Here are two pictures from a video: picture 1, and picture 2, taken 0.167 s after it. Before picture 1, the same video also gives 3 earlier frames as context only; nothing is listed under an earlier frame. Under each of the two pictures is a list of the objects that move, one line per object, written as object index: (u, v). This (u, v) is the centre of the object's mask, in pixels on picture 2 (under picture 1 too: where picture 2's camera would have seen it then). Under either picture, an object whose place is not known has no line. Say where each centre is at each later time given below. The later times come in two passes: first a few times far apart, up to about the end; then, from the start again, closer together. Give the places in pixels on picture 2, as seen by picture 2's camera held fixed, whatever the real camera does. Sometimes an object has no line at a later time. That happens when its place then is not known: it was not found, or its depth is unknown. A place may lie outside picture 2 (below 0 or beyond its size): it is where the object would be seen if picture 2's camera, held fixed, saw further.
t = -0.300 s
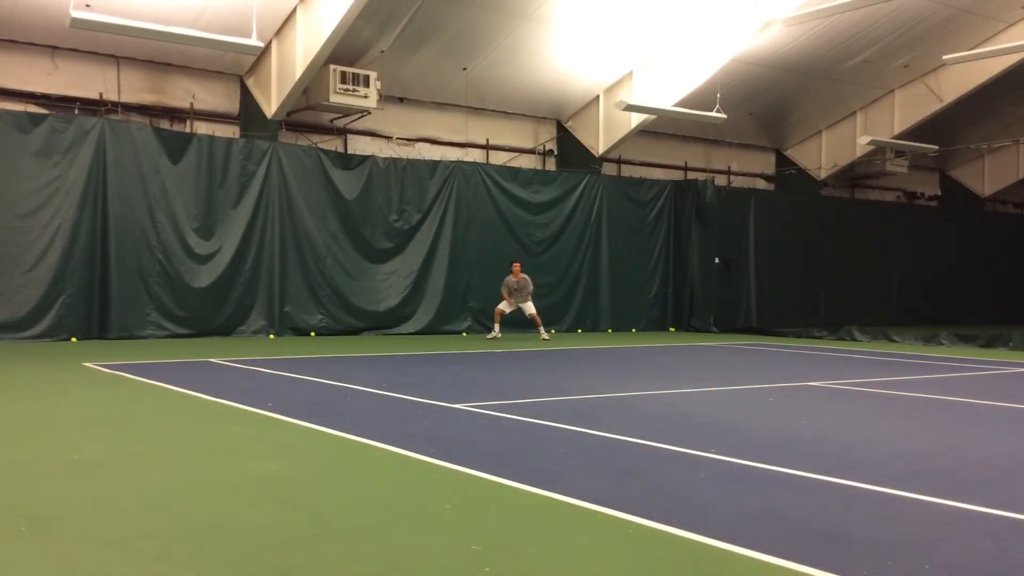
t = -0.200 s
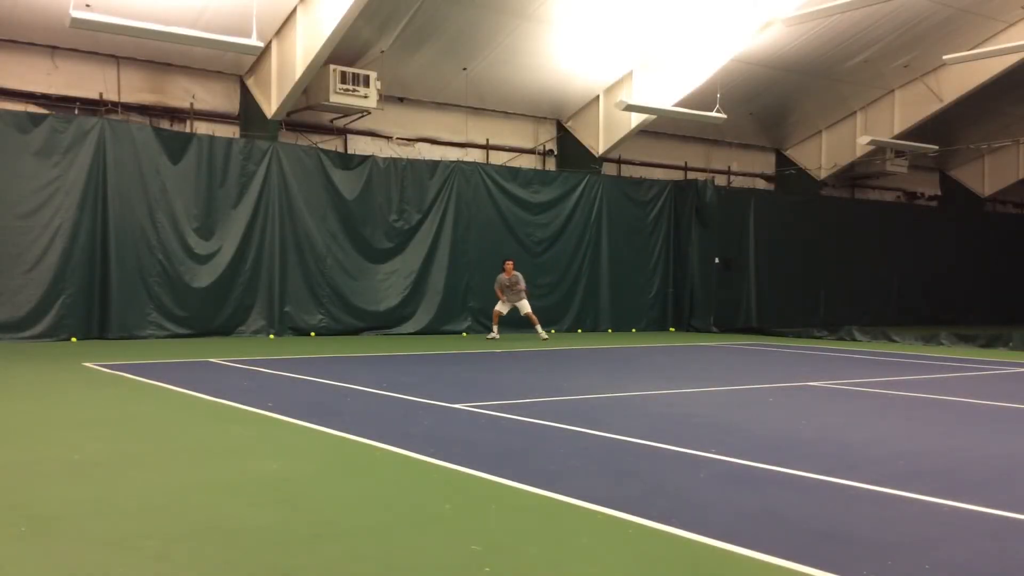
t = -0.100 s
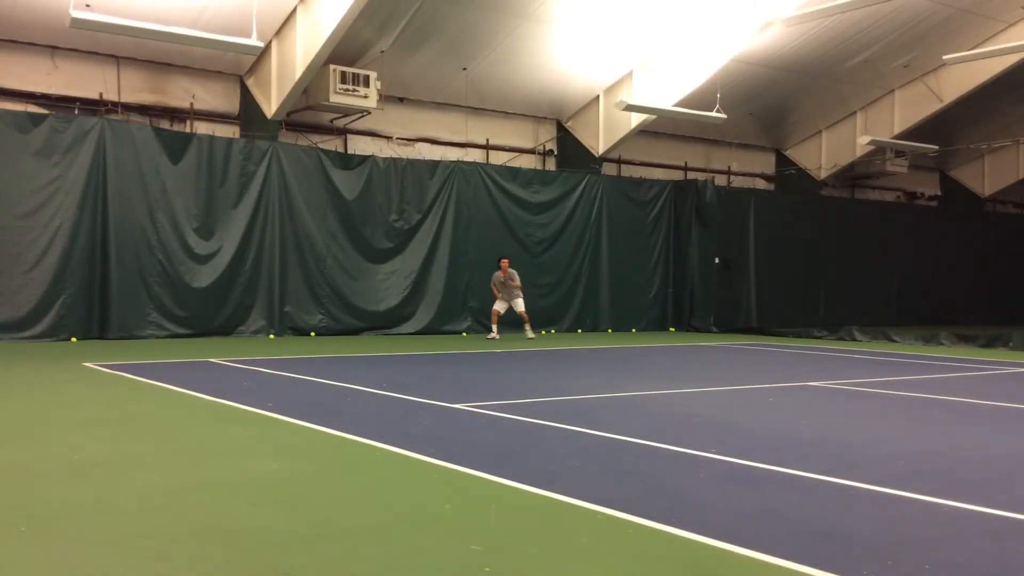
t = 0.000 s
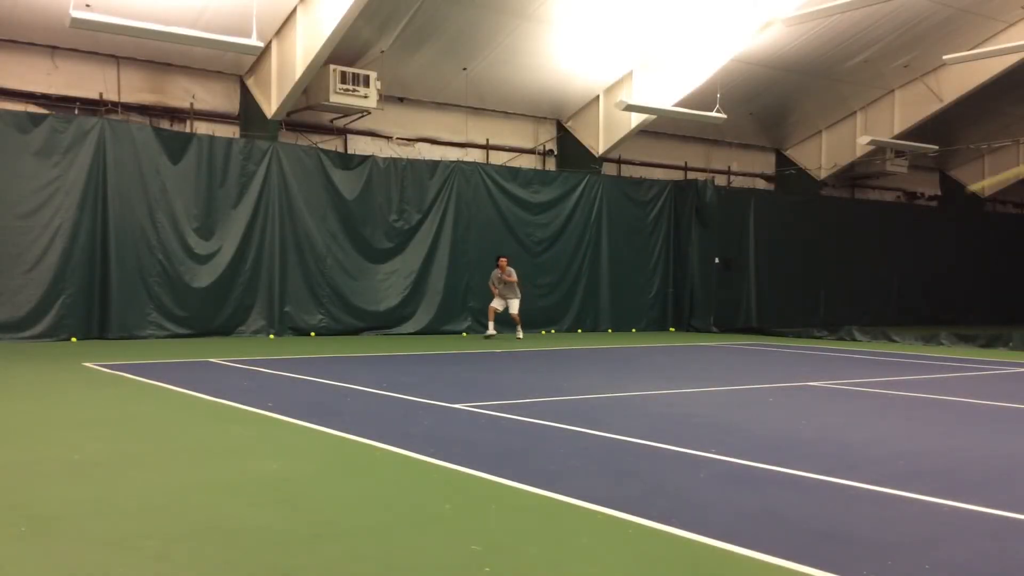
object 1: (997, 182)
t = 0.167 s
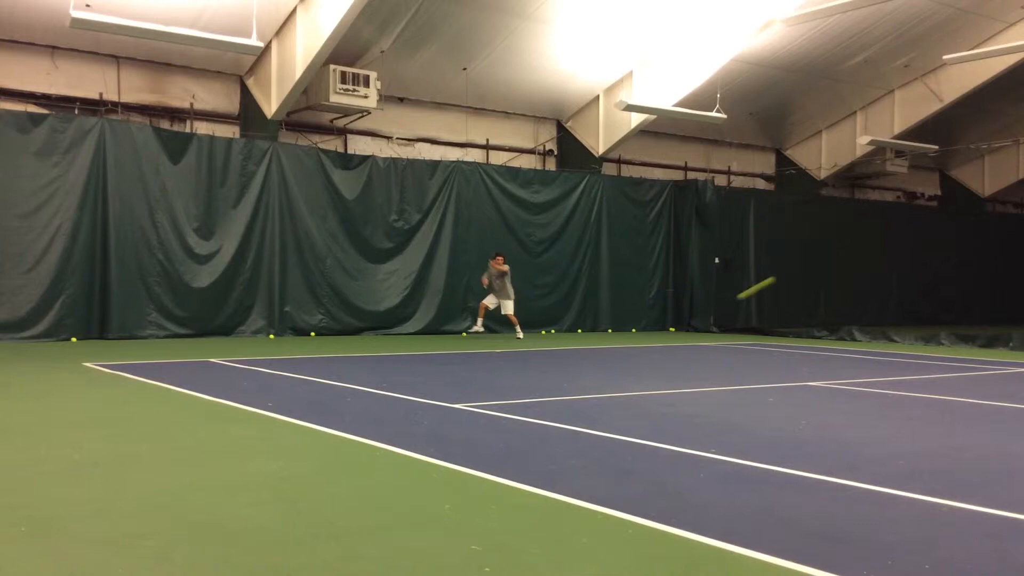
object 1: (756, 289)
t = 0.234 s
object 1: (694, 325)
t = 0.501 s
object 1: (574, 288)
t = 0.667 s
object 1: (533, 257)
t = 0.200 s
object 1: (723, 307)
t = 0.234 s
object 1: (694, 325)
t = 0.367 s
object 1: (615, 338)
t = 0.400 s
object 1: (604, 323)
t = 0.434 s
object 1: (594, 310)
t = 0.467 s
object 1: (584, 299)
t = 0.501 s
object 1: (574, 288)
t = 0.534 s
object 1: (566, 280)
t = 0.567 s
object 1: (557, 272)
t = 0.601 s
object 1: (548, 266)
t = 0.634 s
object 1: (540, 261)
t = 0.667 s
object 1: (533, 257)
